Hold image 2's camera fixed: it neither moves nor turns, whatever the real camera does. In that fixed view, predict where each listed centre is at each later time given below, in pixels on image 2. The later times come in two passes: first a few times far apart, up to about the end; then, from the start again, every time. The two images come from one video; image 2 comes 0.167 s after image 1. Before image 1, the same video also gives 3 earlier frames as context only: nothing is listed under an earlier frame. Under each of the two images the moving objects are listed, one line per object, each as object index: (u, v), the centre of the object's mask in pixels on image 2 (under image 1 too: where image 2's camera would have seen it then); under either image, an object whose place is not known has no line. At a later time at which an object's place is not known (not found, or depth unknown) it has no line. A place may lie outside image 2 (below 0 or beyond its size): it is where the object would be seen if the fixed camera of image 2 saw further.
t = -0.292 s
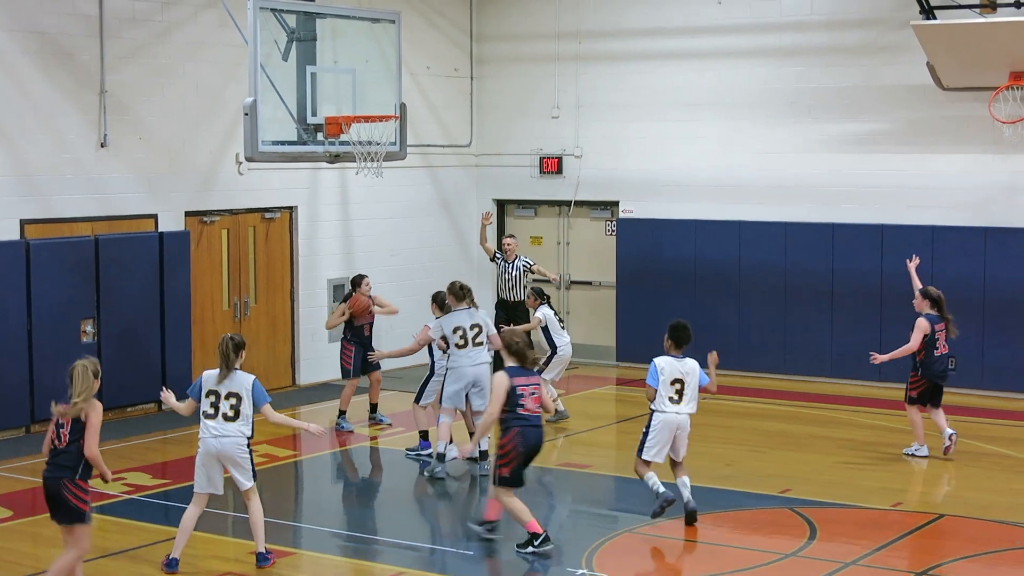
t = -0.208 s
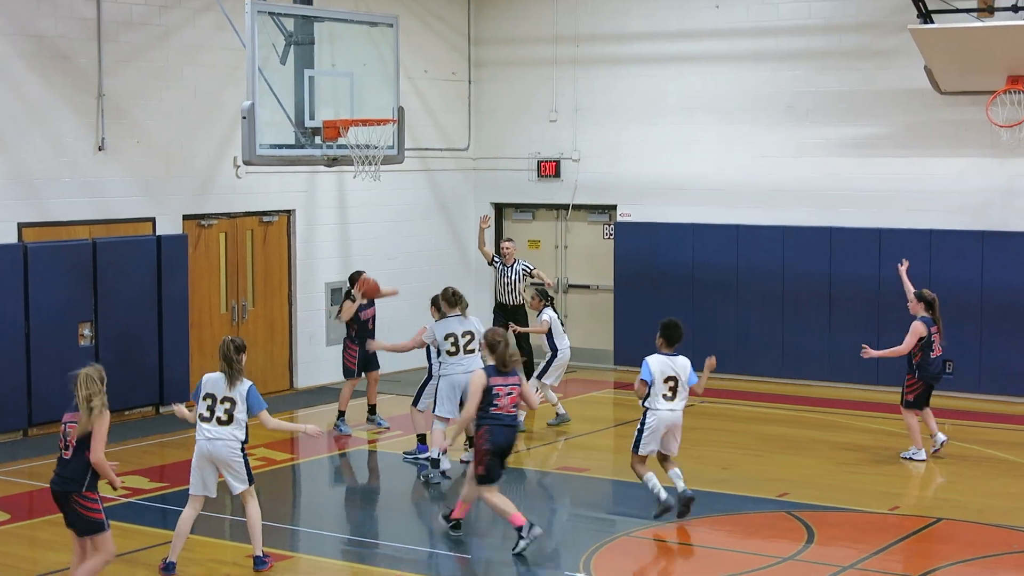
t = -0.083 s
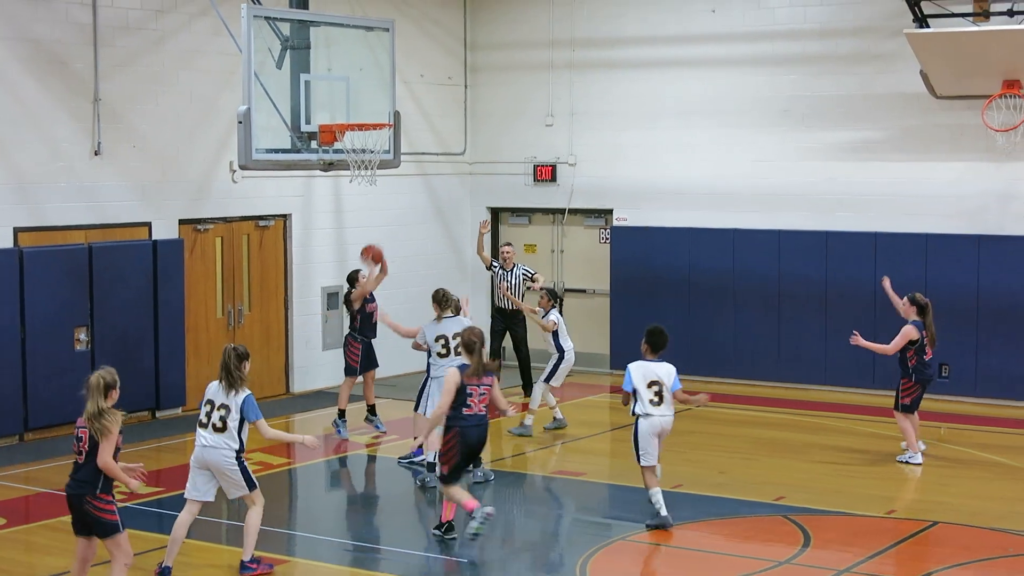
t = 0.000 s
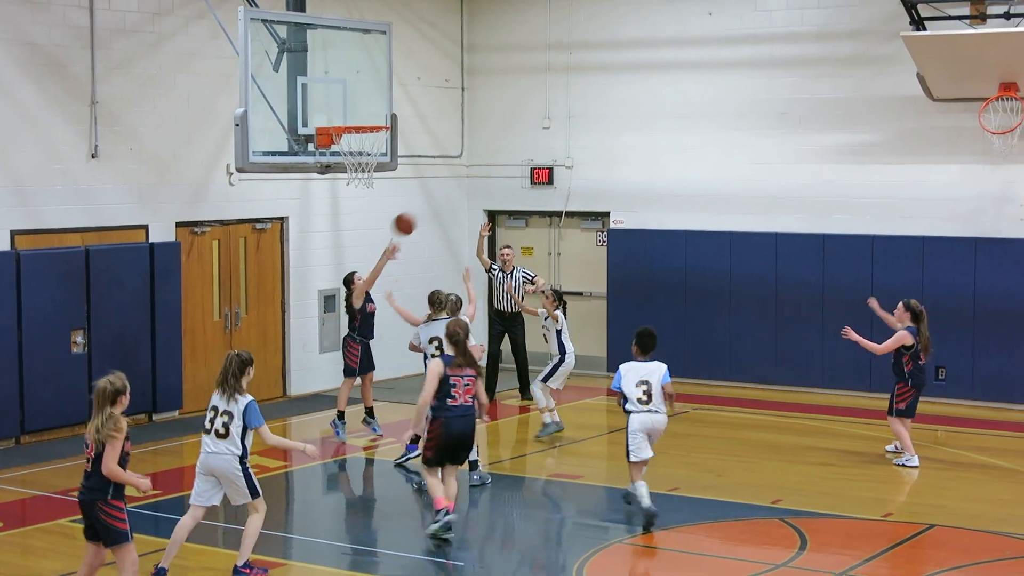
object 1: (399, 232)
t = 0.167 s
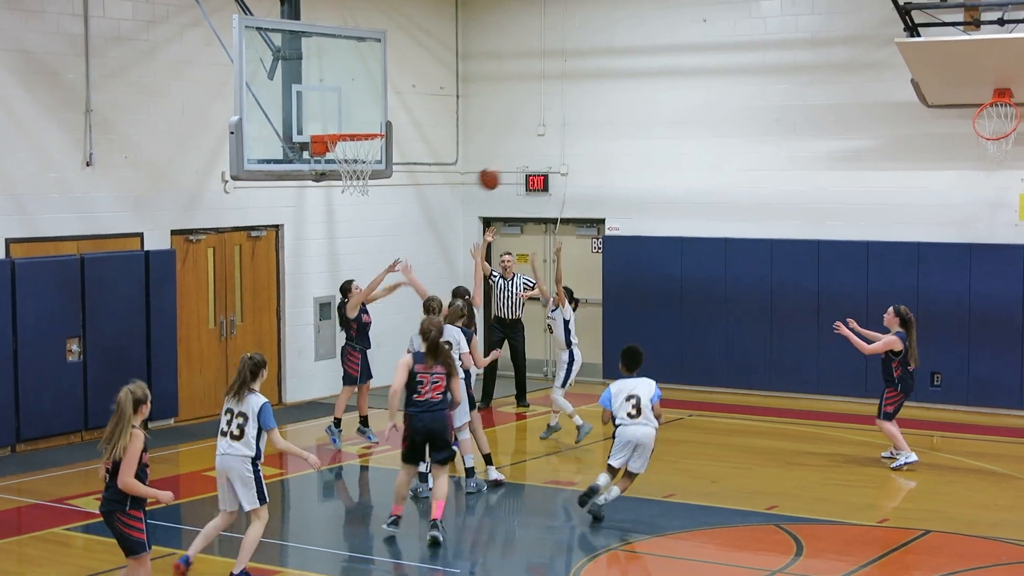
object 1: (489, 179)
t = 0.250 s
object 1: (533, 163)
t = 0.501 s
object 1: (665, 156)
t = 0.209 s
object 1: (511, 170)
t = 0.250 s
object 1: (533, 163)
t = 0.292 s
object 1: (556, 158)
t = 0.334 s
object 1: (578, 154)
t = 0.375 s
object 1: (599, 152)
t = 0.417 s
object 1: (621, 151)
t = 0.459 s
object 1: (643, 152)
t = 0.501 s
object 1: (665, 156)
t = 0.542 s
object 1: (687, 160)
